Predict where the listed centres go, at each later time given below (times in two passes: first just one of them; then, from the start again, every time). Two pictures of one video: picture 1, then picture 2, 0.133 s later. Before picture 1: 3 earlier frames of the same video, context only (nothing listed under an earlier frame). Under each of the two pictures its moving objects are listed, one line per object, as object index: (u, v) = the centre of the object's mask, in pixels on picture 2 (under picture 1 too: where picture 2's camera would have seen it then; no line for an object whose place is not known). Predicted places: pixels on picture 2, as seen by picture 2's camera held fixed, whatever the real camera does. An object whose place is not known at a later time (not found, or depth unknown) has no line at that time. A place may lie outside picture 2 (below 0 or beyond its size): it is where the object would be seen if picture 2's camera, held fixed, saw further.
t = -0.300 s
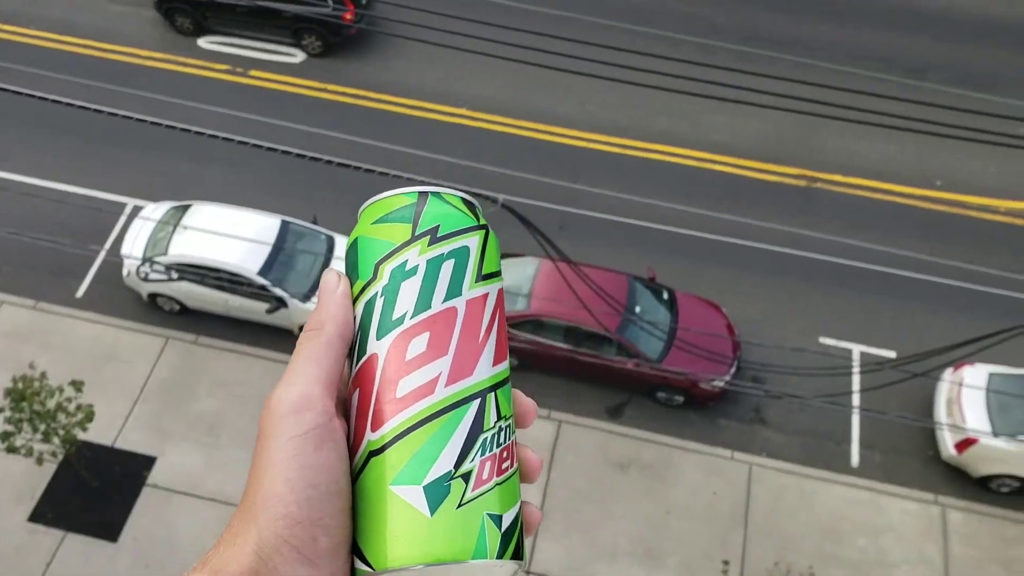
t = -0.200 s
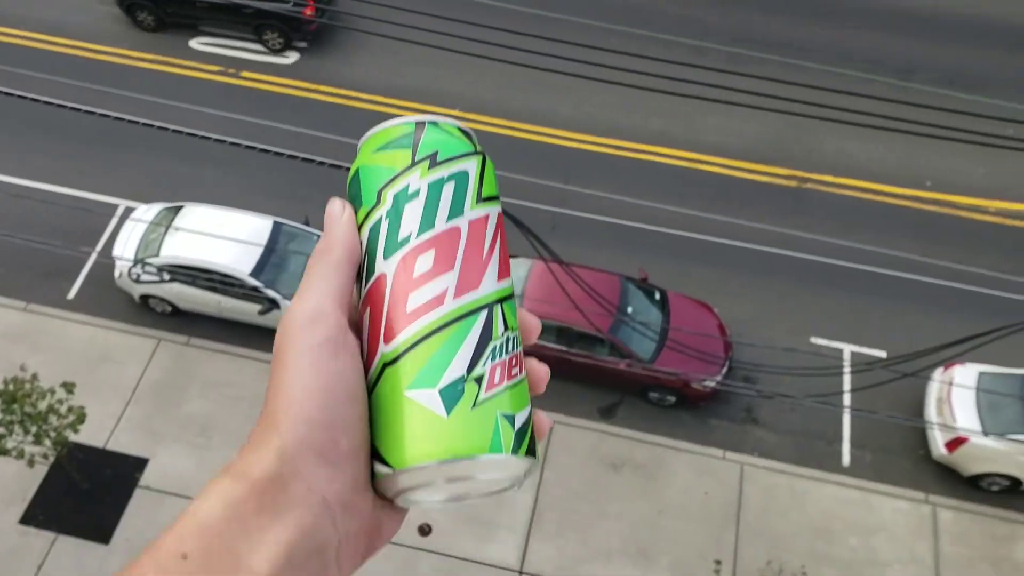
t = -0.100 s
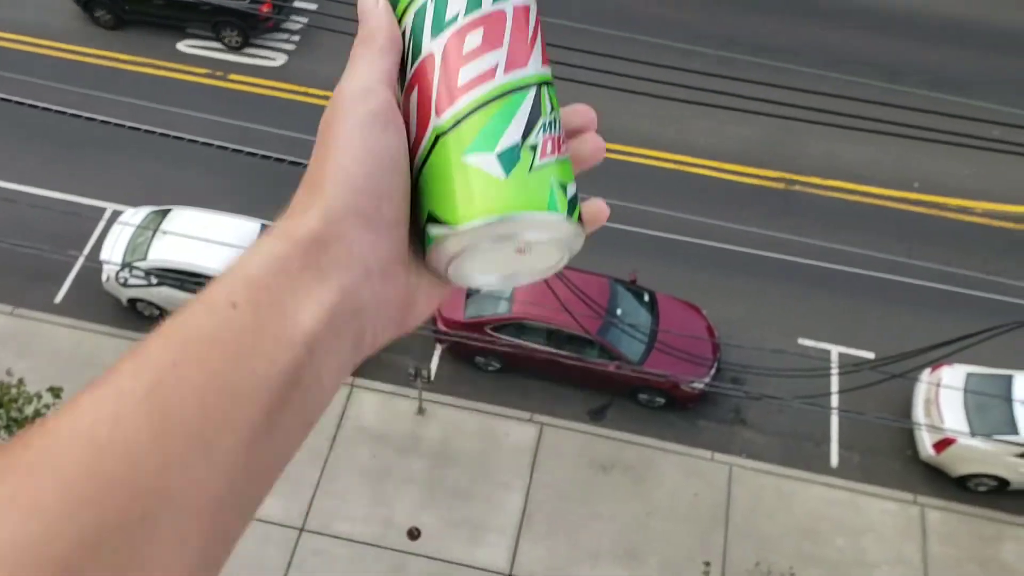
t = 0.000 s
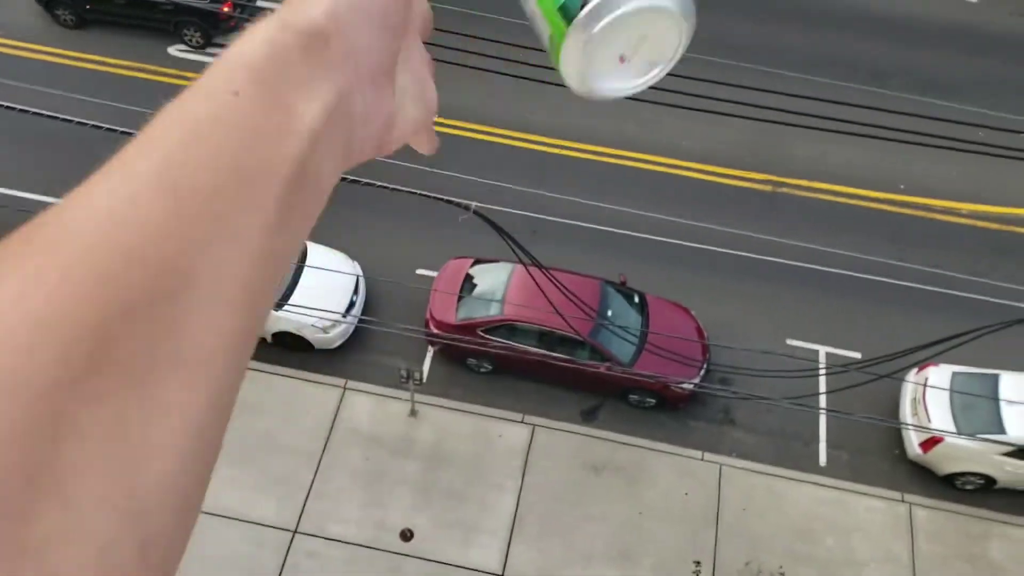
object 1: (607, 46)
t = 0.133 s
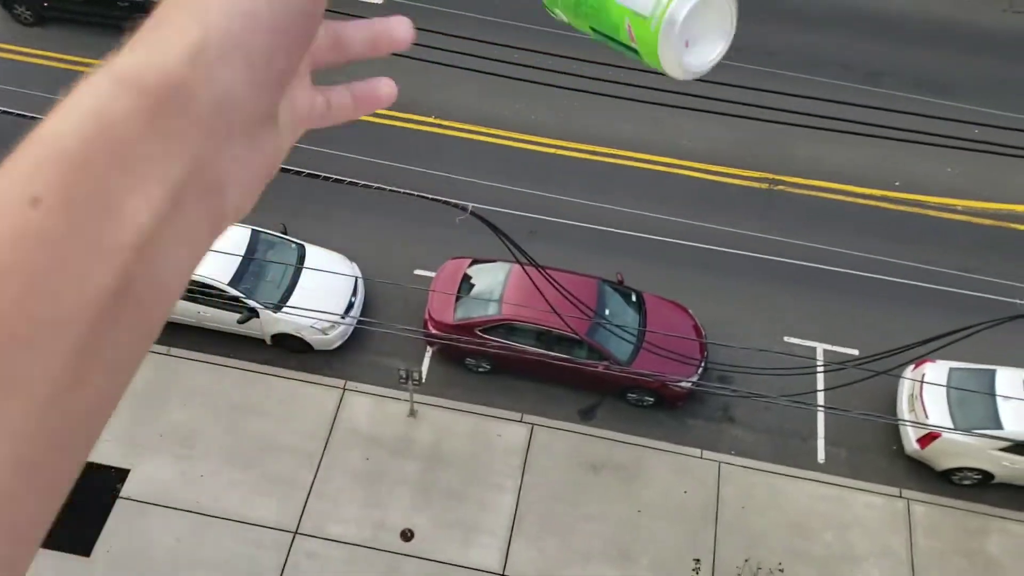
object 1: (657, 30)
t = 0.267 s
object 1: (638, 153)
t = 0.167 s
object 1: (647, 44)
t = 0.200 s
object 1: (641, 74)
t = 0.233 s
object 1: (641, 114)
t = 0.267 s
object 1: (638, 153)
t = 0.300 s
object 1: (634, 194)
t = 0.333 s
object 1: (630, 233)
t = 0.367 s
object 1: (625, 269)
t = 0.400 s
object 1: (619, 303)
